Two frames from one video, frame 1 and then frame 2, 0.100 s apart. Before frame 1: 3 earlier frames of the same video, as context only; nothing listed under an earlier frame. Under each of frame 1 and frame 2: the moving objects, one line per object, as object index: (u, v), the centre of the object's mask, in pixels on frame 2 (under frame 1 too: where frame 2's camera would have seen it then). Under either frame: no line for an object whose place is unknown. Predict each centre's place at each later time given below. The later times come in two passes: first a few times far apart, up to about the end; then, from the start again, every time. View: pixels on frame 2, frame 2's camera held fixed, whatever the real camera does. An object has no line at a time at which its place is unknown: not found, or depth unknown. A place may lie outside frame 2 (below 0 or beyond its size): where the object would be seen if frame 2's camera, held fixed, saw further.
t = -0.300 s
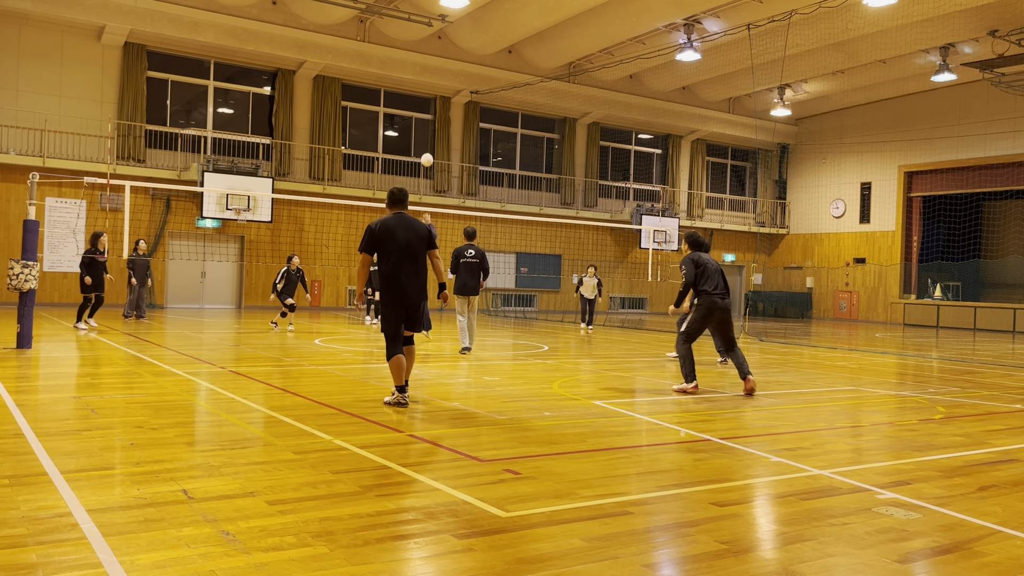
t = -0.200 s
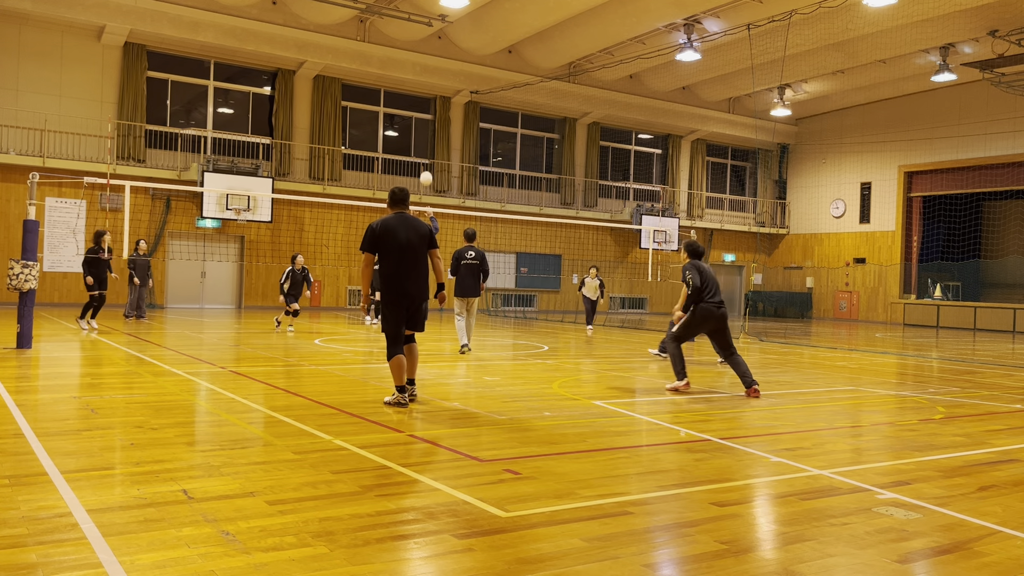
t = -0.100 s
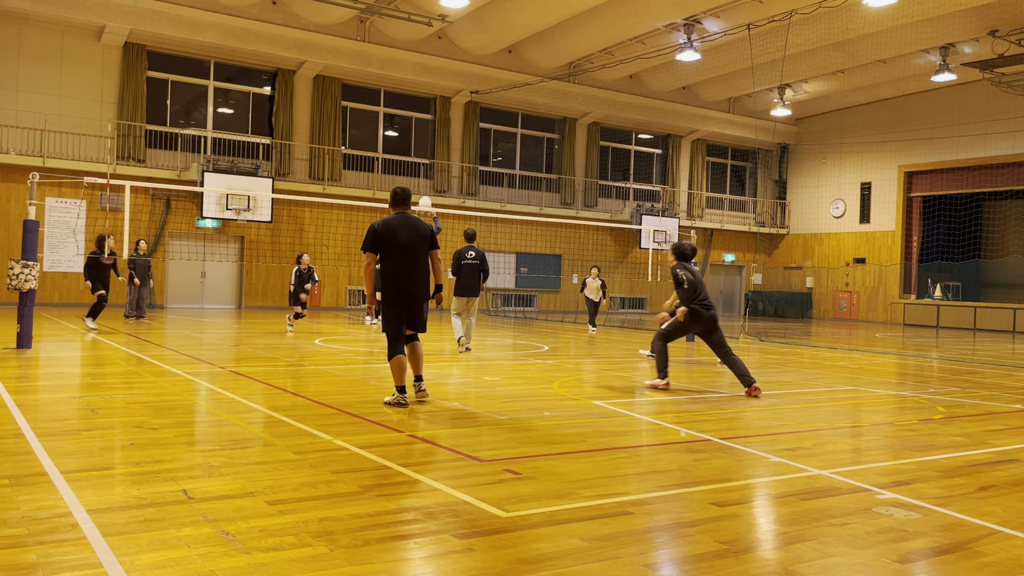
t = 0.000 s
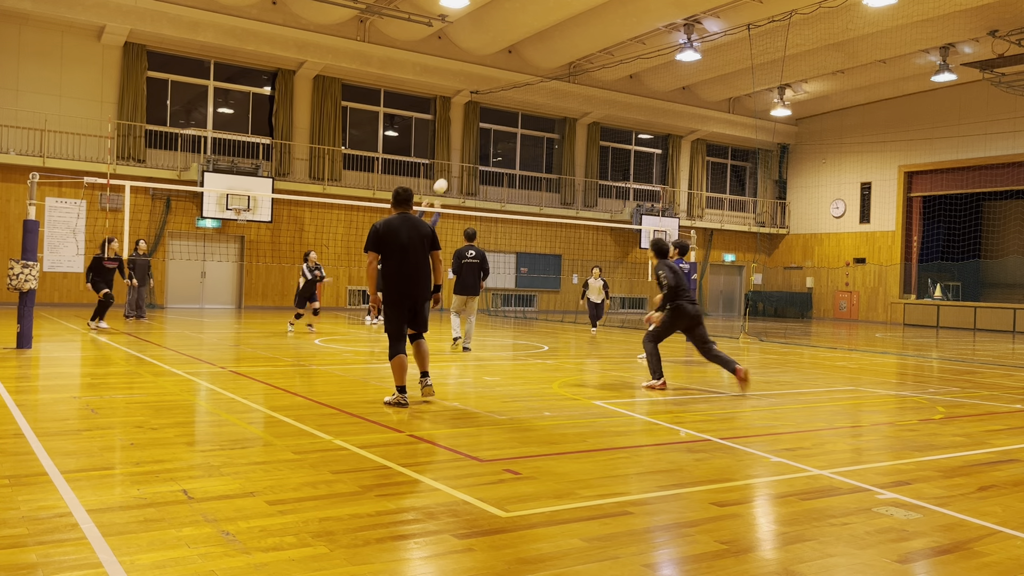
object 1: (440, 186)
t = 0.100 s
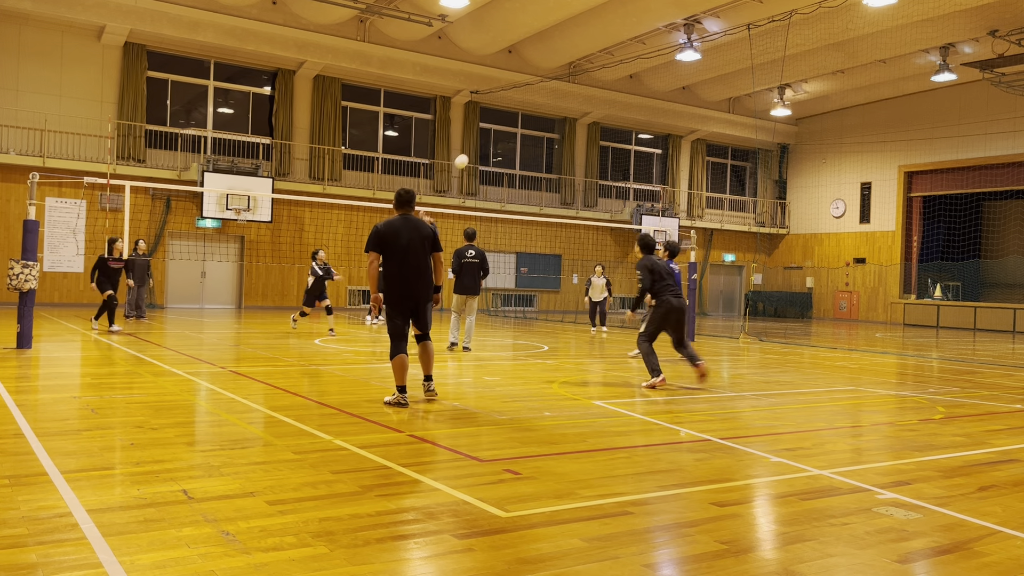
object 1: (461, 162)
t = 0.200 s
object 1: (481, 143)
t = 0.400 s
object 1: (515, 127)
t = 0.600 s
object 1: (546, 133)
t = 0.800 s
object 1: (573, 159)
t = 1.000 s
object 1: (596, 204)
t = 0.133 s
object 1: (468, 155)
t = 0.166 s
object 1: (474, 149)
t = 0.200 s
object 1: (481, 143)
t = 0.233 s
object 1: (487, 139)
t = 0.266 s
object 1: (493, 135)
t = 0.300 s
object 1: (499, 132)
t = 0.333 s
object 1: (504, 129)
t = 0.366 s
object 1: (510, 128)
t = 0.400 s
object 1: (515, 127)
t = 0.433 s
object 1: (521, 126)
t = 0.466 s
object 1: (526, 126)
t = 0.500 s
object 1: (531, 127)
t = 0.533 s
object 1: (536, 128)
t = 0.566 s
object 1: (541, 130)
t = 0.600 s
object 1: (546, 133)
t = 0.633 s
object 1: (551, 136)
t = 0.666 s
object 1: (555, 139)
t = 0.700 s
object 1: (560, 143)
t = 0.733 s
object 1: (564, 148)
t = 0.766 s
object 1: (568, 154)
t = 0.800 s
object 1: (573, 159)
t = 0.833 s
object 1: (577, 165)
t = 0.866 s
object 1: (580, 172)
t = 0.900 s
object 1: (584, 180)
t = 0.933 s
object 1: (588, 187)
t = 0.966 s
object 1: (592, 195)
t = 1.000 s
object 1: (596, 204)
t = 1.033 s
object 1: (599, 212)
